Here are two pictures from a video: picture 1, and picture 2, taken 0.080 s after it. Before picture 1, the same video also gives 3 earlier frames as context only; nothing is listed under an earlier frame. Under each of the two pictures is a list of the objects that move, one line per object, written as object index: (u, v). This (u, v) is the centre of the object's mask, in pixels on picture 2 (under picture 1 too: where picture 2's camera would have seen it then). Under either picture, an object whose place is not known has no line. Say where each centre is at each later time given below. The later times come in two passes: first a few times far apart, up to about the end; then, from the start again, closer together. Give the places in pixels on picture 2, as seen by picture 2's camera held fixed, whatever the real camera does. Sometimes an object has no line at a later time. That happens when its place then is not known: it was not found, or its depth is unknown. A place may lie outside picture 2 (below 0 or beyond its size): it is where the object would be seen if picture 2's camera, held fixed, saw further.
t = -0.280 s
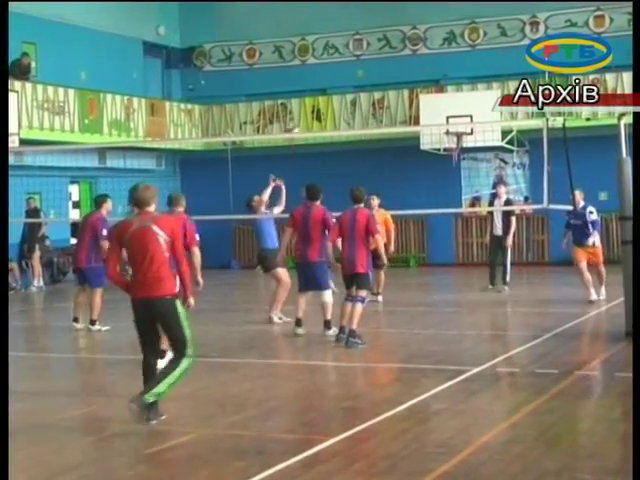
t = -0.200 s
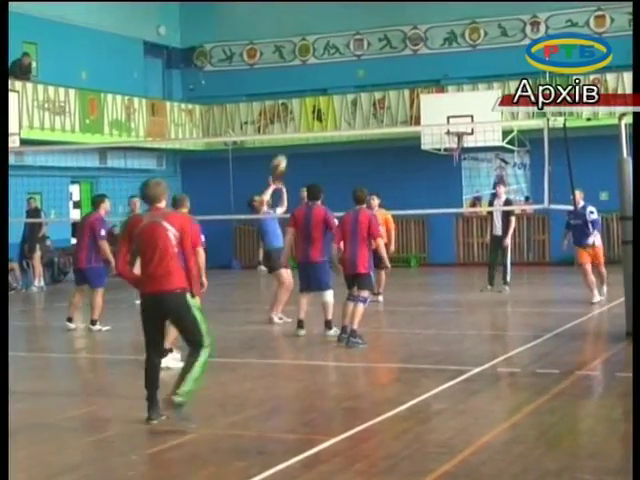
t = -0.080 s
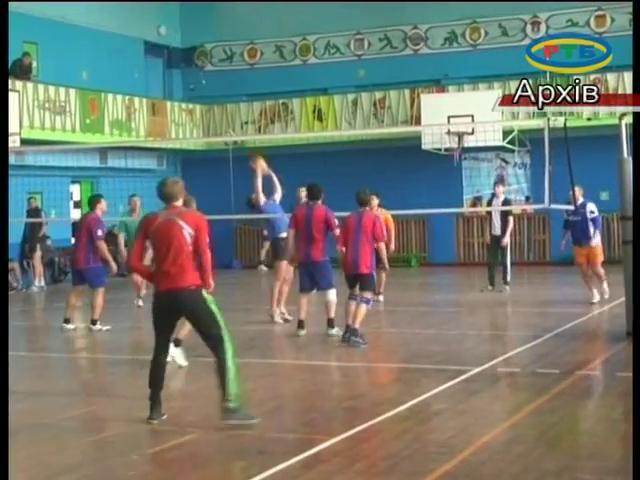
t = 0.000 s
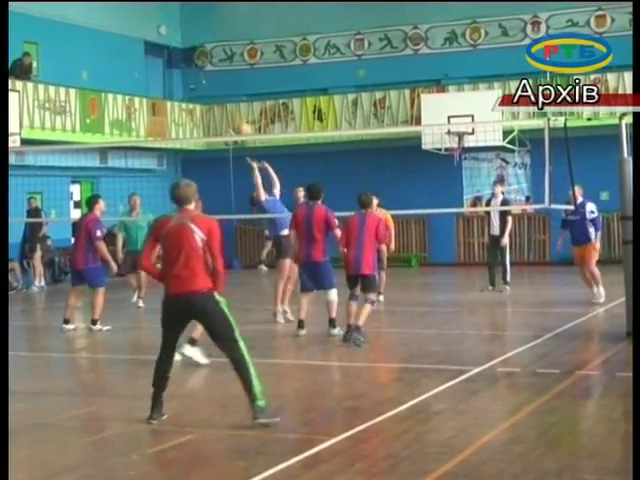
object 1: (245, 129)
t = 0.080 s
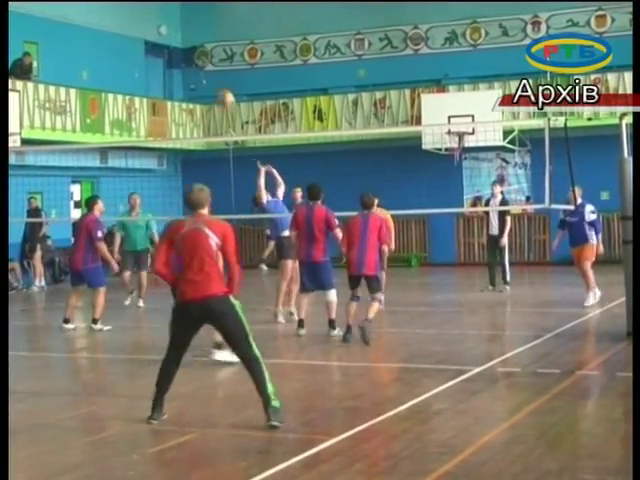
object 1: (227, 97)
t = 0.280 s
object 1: (188, 46)
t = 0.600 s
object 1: (129, 25)
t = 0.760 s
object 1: (104, 41)
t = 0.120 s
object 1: (219, 85)
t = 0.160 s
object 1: (210, 73)
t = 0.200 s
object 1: (204, 64)
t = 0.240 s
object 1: (196, 55)
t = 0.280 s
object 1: (188, 46)
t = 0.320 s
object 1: (180, 40)
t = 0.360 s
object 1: (173, 35)
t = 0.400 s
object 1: (165, 30)
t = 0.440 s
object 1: (158, 27)
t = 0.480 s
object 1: (150, 25)
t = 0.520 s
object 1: (143, 23)
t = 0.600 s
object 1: (129, 25)
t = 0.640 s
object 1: (122, 27)
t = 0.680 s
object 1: (117, 31)
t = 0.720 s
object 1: (110, 35)
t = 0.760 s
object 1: (104, 41)
